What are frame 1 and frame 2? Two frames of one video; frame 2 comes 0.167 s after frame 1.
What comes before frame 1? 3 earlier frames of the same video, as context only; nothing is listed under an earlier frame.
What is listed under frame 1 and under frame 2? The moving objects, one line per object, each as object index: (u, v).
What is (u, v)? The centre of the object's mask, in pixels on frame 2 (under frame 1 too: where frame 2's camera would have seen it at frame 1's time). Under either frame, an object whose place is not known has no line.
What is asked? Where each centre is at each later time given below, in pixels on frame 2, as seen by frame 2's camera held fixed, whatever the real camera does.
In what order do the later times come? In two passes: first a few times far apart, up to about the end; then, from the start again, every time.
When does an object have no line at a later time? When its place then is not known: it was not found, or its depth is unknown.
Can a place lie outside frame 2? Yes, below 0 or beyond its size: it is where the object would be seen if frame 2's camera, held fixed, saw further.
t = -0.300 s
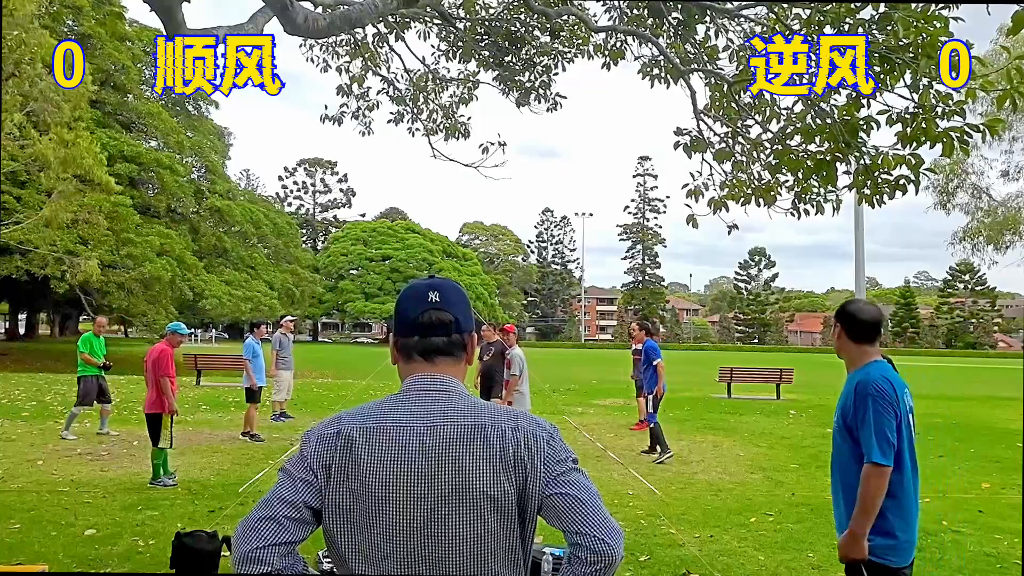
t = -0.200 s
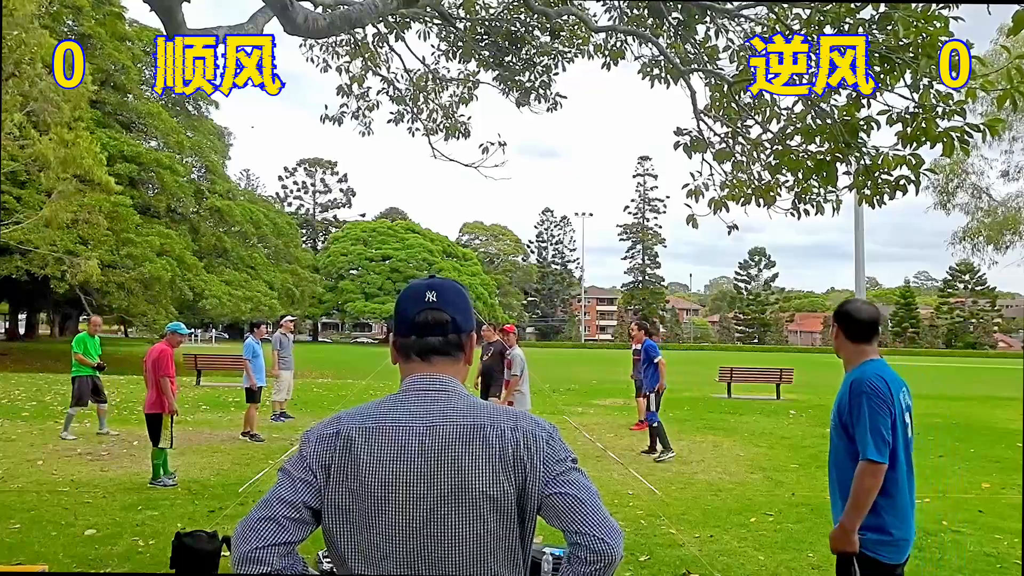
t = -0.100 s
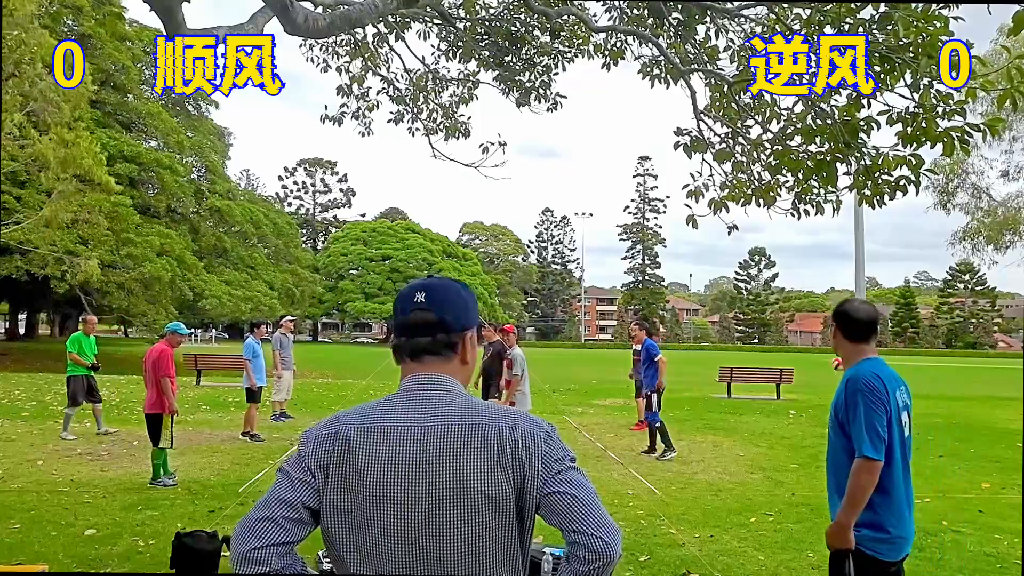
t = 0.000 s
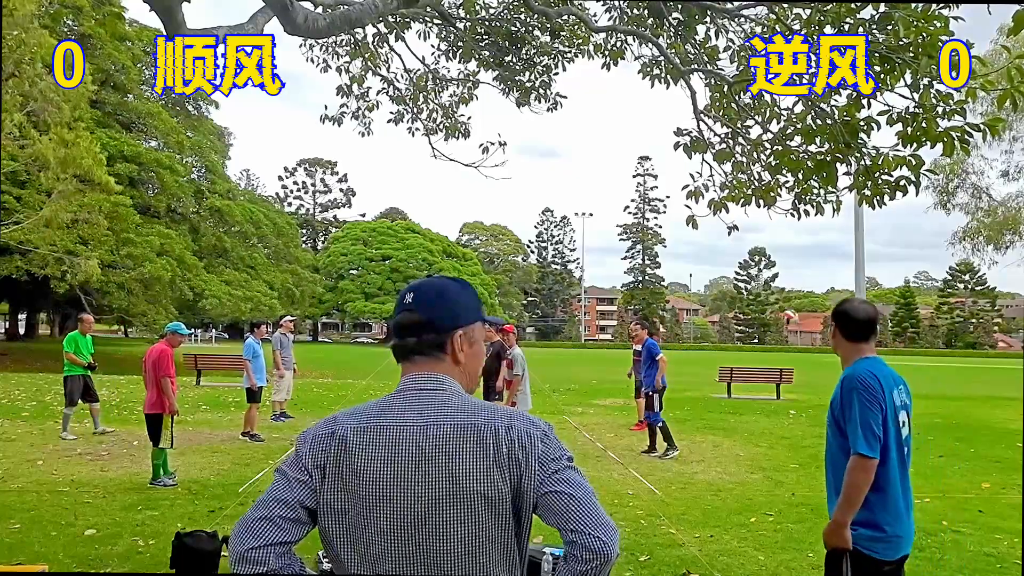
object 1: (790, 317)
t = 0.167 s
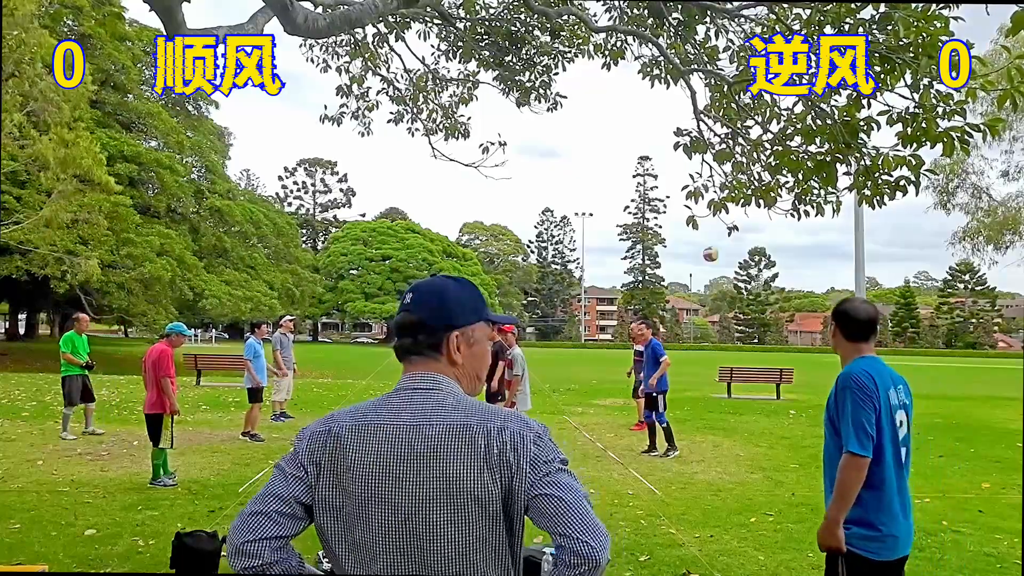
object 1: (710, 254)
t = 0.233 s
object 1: (680, 233)
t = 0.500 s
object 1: (560, 179)
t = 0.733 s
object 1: (452, 177)
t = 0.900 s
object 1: (369, 201)
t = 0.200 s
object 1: (695, 243)
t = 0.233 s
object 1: (680, 233)
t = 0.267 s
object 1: (665, 224)
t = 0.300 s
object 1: (651, 214)
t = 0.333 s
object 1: (633, 207)
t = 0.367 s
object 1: (620, 199)
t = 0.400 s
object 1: (605, 193)
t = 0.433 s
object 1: (590, 187)
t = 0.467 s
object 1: (575, 183)
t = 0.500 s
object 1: (560, 179)
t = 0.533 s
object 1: (545, 176)
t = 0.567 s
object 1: (530, 174)
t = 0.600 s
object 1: (514, 173)
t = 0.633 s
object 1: (499, 173)
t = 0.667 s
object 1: (484, 174)
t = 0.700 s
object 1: (468, 176)
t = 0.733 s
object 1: (452, 177)
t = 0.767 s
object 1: (436, 180)
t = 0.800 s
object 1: (420, 184)
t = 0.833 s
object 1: (403, 189)
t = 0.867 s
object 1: (387, 194)
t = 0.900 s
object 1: (369, 201)
